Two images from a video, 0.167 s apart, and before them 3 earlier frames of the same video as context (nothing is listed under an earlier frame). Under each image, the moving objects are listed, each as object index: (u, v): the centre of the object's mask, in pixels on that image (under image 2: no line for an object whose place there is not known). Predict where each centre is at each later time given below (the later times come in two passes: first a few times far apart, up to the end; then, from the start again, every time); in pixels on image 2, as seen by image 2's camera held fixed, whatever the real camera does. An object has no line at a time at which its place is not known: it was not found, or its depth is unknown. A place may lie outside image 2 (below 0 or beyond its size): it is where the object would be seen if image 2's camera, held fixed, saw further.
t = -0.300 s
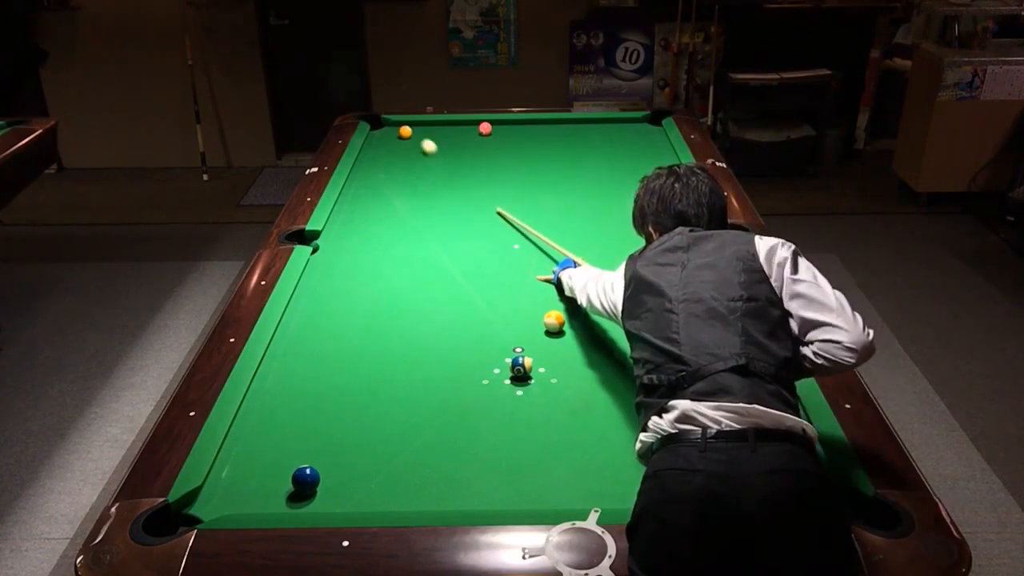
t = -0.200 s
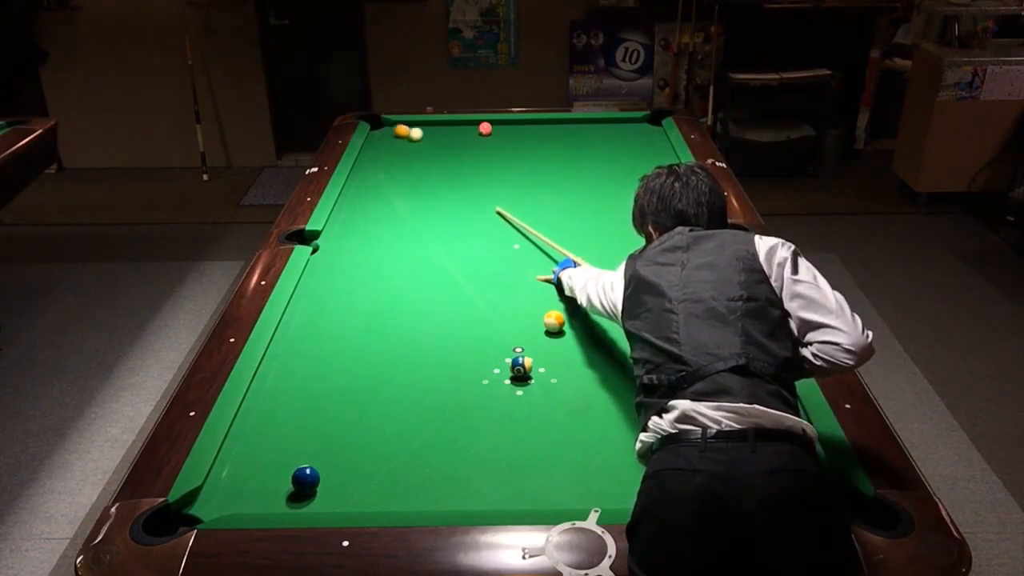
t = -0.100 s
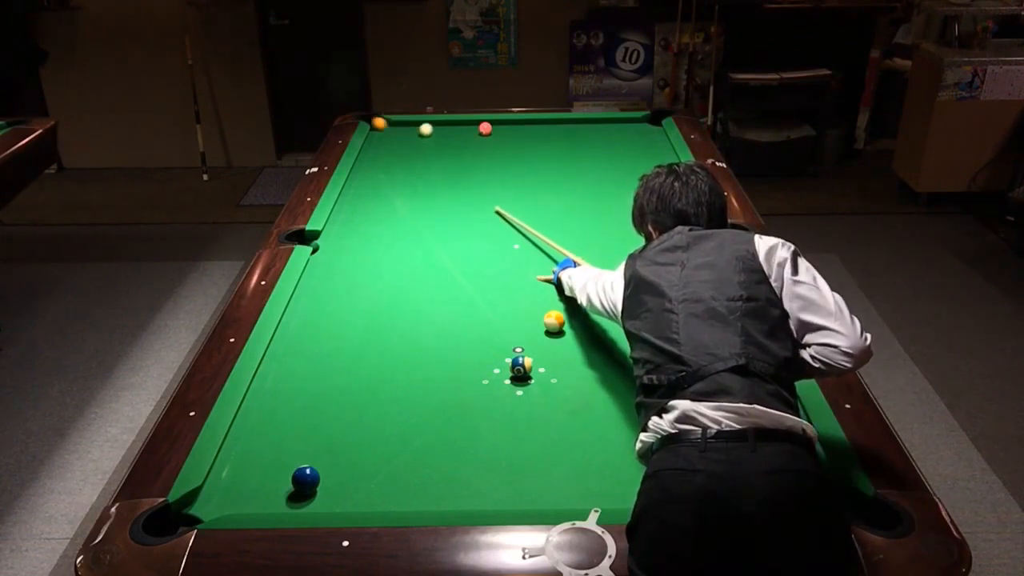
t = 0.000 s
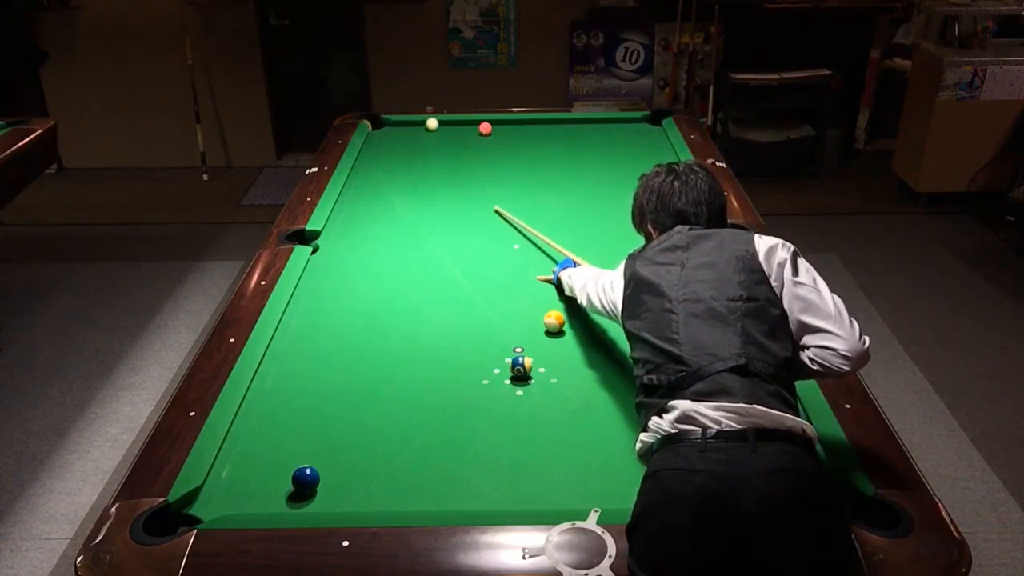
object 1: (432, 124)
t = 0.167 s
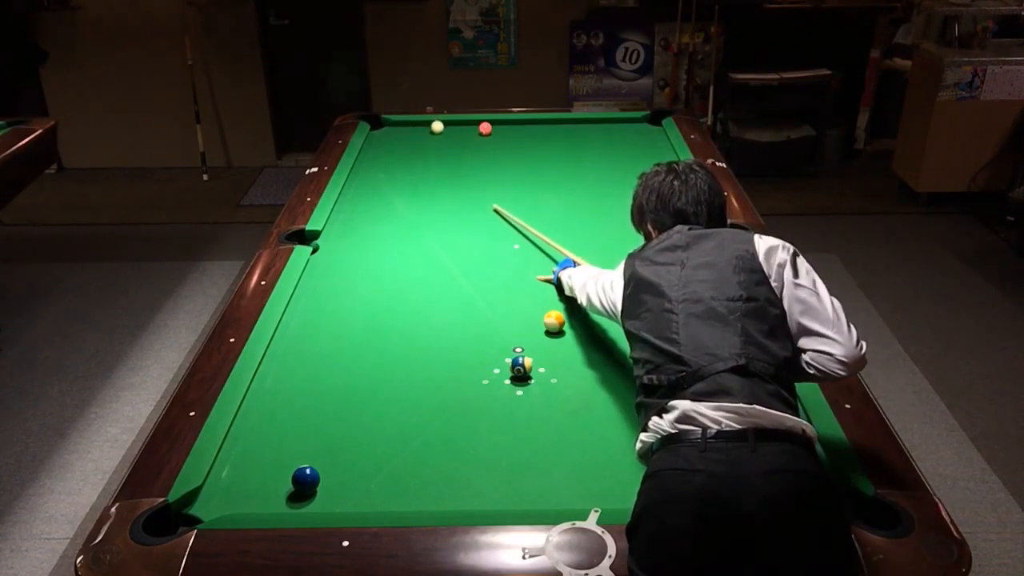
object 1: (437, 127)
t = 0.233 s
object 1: (439, 129)
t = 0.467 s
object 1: (445, 136)
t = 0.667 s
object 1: (451, 143)
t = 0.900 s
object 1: (457, 150)
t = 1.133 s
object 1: (464, 157)
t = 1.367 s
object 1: (470, 165)
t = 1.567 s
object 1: (476, 171)
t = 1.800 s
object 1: (482, 178)
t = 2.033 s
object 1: (488, 185)
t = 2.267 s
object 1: (495, 192)
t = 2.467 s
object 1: (500, 198)
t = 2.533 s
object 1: (502, 199)
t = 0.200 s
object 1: (438, 128)
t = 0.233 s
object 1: (439, 129)
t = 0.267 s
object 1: (440, 130)
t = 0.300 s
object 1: (441, 131)
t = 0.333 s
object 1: (442, 132)
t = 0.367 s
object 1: (442, 133)
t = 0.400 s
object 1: (443, 134)
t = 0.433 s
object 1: (444, 135)
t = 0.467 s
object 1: (445, 136)
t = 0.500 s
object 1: (446, 137)
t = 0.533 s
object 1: (447, 138)
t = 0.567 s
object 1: (448, 140)
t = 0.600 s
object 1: (449, 140)
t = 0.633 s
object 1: (450, 142)
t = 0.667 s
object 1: (451, 143)
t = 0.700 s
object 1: (452, 144)
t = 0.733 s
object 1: (453, 145)
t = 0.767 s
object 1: (454, 146)
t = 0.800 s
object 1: (455, 147)
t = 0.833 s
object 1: (455, 148)
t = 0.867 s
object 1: (456, 149)
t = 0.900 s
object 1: (457, 150)
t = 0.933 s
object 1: (458, 151)
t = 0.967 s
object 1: (459, 152)
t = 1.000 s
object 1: (460, 153)
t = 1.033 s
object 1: (461, 154)
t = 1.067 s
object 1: (462, 155)
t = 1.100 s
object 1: (463, 156)
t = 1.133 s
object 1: (464, 157)
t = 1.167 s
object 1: (465, 158)
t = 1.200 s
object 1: (466, 159)
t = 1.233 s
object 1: (467, 160)
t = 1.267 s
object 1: (468, 161)
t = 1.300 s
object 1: (468, 162)
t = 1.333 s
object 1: (469, 164)
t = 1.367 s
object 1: (470, 165)
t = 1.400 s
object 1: (471, 166)
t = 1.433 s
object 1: (472, 167)
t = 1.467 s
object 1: (473, 168)
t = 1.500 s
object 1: (474, 169)
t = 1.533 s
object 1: (475, 170)
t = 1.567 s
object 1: (476, 171)
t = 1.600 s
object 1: (477, 172)
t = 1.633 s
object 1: (478, 173)
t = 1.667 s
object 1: (478, 174)
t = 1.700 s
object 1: (479, 175)
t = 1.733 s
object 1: (480, 176)
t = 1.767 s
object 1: (481, 177)
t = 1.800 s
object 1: (482, 178)
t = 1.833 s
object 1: (483, 179)
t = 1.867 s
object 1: (484, 180)
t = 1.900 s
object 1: (485, 181)
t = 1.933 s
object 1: (486, 182)
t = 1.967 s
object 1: (487, 183)
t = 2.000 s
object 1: (488, 184)
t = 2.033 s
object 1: (488, 185)
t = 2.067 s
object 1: (490, 186)
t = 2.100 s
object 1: (490, 187)
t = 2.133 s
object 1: (491, 188)
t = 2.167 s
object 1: (492, 189)
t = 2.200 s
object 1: (493, 190)
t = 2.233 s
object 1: (494, 191)
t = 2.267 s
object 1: (495, 192)
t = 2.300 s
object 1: (496, 193)
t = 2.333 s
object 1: (497, 194)
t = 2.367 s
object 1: (497, 195)
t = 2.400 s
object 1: (498, 195)
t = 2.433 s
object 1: (499, 197)
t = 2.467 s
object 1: (500, 198)
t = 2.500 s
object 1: (501, 198)
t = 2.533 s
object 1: (502, 199)
